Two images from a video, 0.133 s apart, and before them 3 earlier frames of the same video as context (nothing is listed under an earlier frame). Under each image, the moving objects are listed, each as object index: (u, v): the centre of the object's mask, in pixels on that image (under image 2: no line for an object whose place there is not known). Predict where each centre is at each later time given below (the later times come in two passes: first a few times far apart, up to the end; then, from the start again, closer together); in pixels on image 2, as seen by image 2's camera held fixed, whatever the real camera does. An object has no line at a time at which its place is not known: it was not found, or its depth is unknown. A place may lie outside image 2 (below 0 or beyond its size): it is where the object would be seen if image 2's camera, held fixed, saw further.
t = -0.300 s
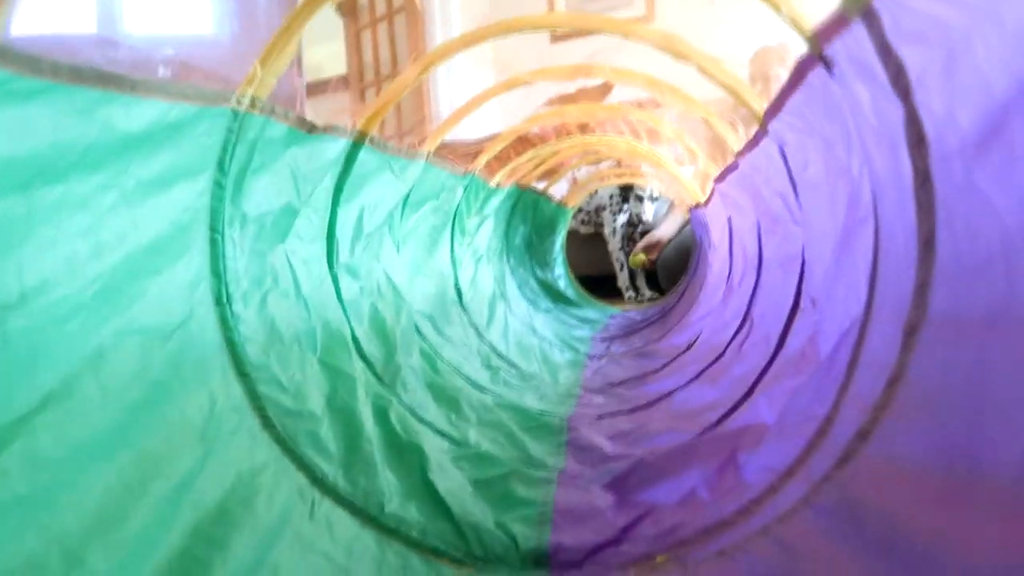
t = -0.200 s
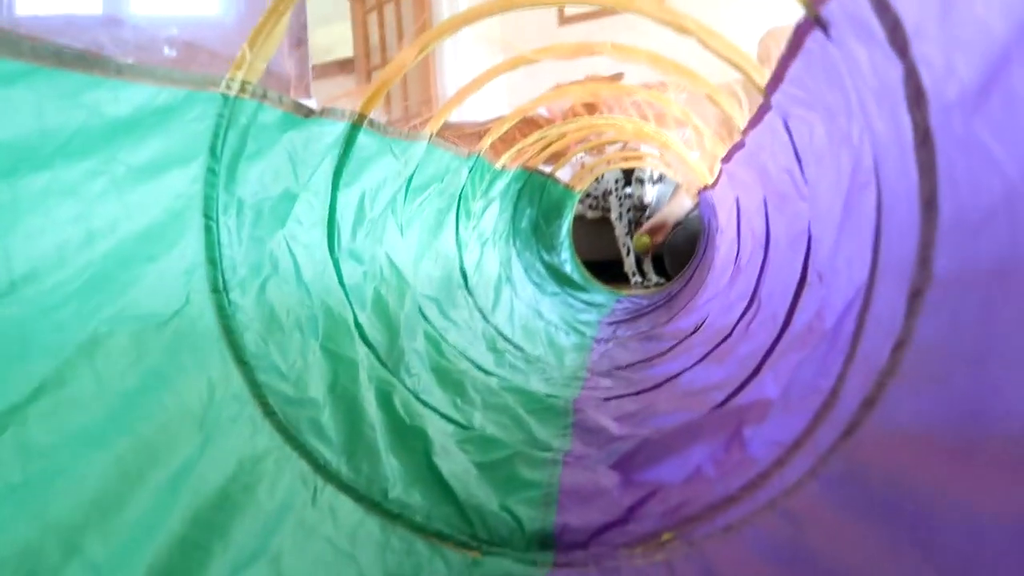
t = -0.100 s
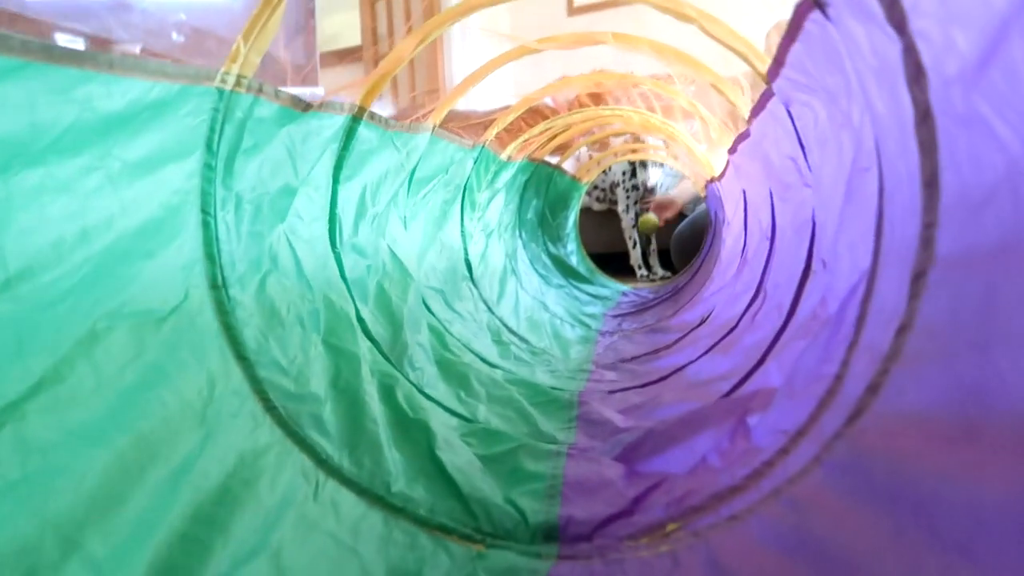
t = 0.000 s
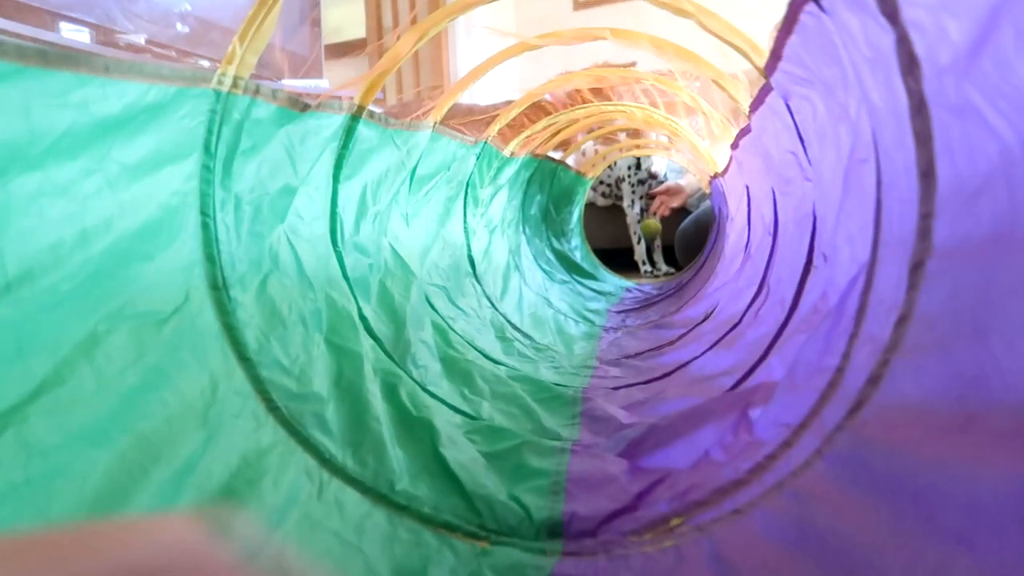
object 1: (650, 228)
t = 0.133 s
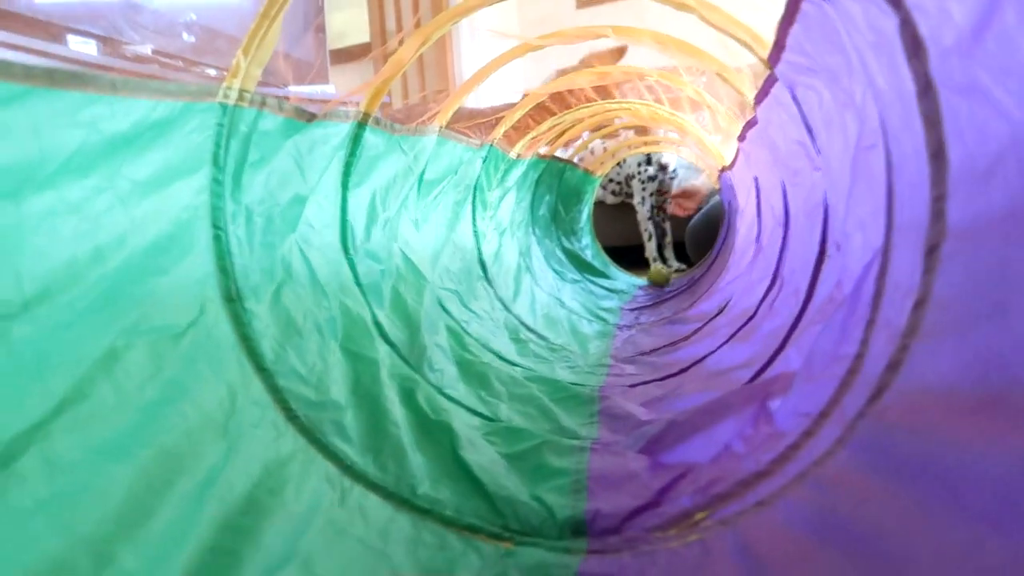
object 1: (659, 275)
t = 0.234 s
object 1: (650, 273)
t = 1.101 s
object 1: (609, 326)
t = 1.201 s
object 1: (614, 336)
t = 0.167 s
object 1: (656, 271)
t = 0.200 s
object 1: (653, 270)
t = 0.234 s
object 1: (650, 273)
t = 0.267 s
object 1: (647, 279)
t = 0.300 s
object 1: (644, 289)
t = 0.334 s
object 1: (643, 288)
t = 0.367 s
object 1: (641, 284)
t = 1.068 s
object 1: (609, 323)
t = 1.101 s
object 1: (609, 326)
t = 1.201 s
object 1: (614, 336)
